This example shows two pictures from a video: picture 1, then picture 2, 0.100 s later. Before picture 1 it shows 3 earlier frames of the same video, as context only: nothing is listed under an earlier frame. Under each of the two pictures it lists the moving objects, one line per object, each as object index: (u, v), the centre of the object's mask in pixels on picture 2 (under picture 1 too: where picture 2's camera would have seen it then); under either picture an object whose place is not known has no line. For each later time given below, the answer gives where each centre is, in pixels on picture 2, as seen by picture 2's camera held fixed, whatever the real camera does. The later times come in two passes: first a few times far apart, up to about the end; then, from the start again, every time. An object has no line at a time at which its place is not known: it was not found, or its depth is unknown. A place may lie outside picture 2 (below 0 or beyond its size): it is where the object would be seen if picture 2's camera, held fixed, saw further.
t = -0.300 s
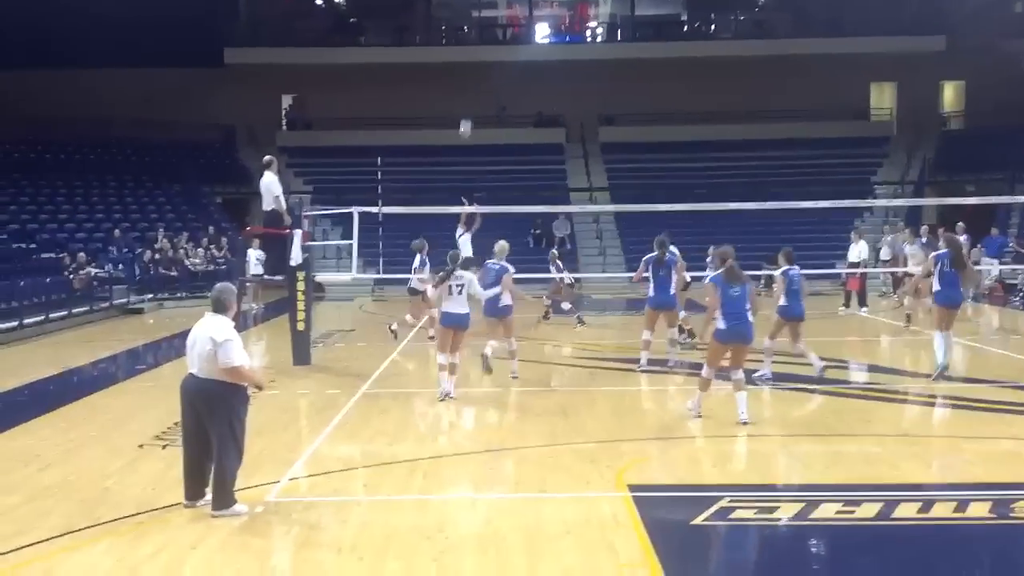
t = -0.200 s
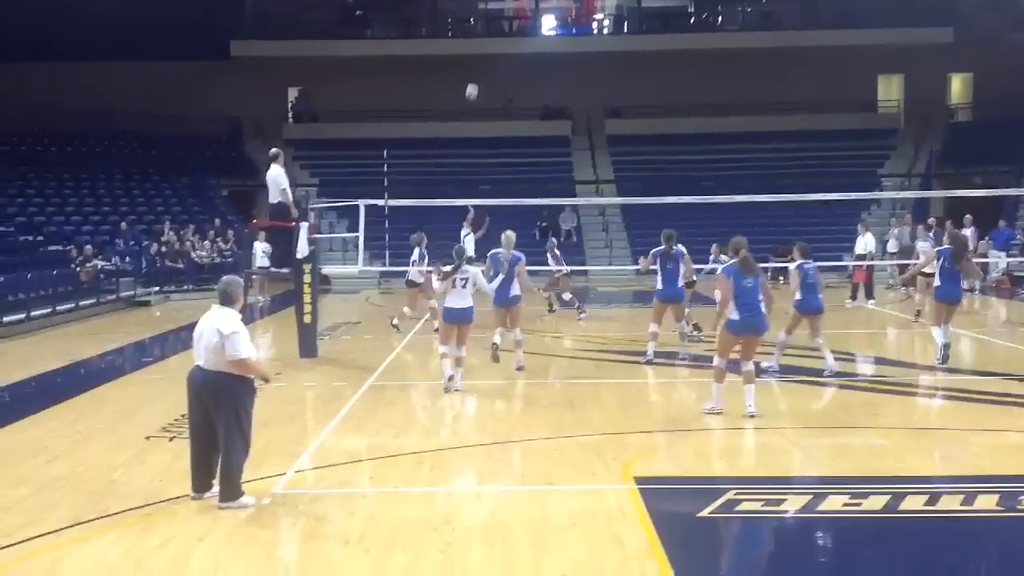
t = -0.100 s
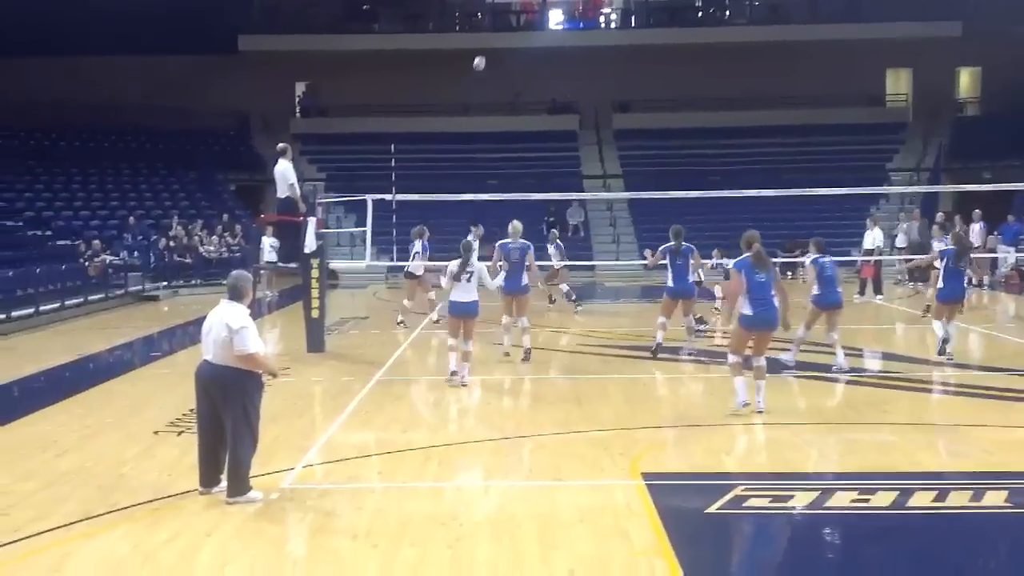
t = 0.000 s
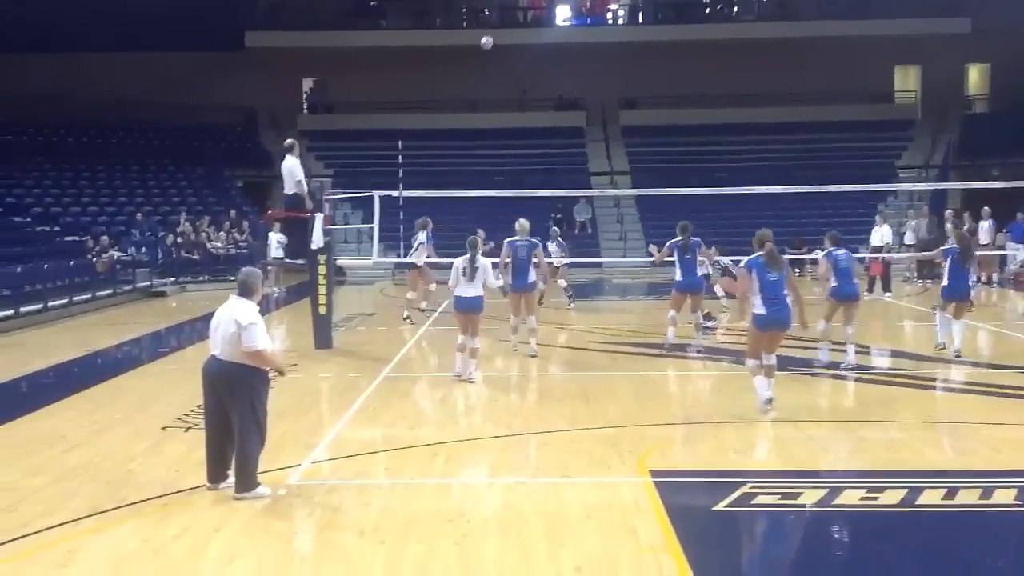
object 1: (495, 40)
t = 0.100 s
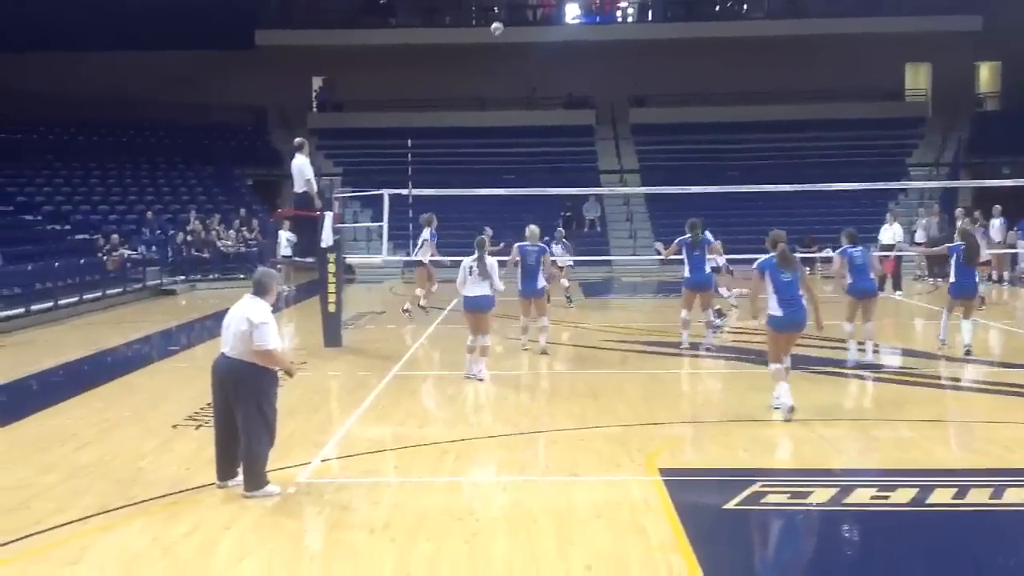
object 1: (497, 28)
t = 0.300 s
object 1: (499, 21)
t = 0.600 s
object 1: (503, 52)
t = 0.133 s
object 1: (497, 26)
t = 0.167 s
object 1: (497, 23)
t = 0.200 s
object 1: (498, 21)
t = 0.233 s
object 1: (498, 21)
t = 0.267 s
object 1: (498, 21)
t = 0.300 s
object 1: (499, 21)
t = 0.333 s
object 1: (499, 22)
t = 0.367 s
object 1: (499, 23)
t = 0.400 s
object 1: (500, 26)
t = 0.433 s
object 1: (500, 28)
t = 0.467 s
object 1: (501, 32)
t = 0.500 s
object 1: (502, 36)
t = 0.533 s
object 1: (502, 41)
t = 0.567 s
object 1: (502, 46)
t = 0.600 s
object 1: (503, 52)
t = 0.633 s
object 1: (503, 58)
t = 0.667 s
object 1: (503, 65)
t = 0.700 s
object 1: (504, 72)
